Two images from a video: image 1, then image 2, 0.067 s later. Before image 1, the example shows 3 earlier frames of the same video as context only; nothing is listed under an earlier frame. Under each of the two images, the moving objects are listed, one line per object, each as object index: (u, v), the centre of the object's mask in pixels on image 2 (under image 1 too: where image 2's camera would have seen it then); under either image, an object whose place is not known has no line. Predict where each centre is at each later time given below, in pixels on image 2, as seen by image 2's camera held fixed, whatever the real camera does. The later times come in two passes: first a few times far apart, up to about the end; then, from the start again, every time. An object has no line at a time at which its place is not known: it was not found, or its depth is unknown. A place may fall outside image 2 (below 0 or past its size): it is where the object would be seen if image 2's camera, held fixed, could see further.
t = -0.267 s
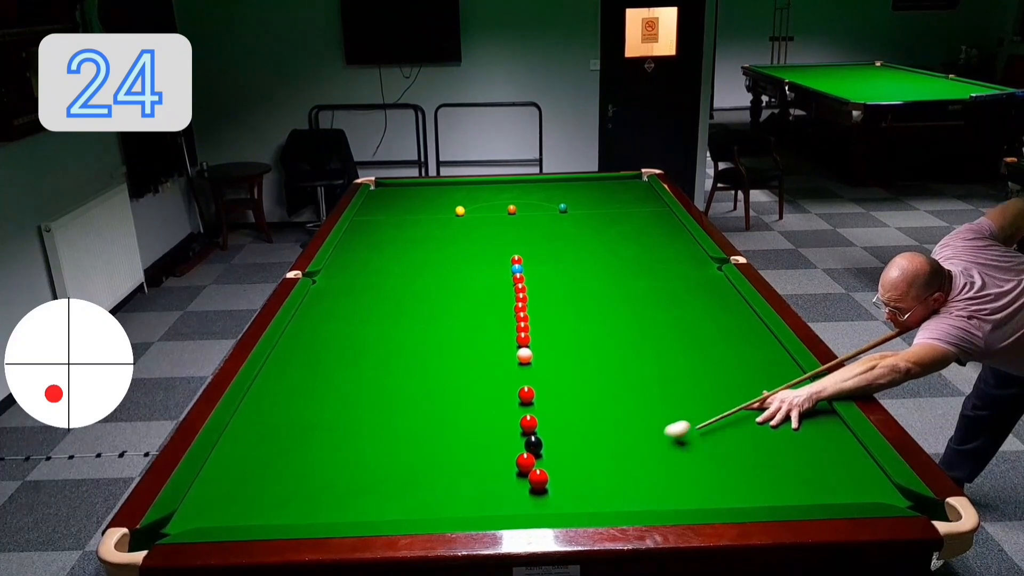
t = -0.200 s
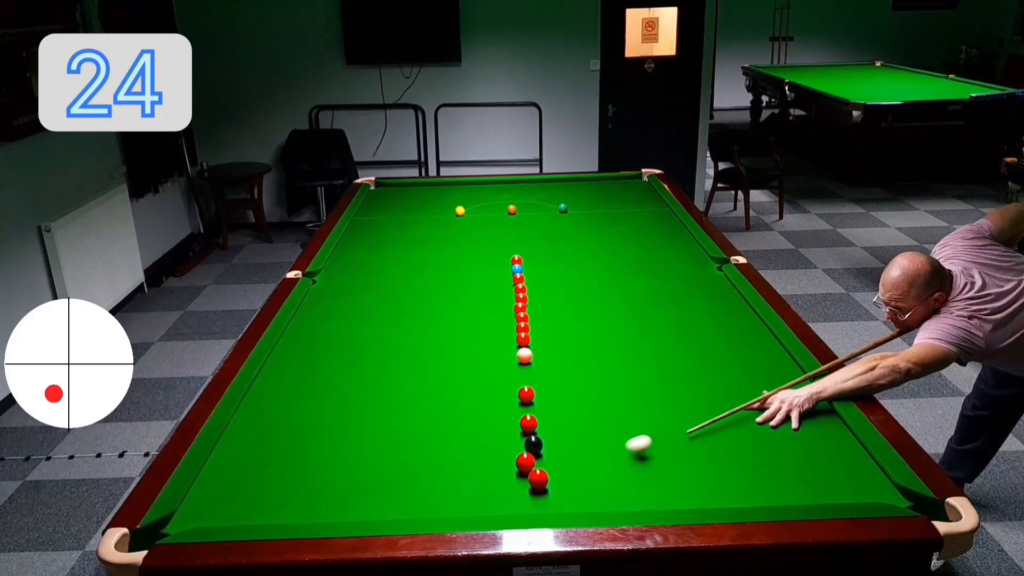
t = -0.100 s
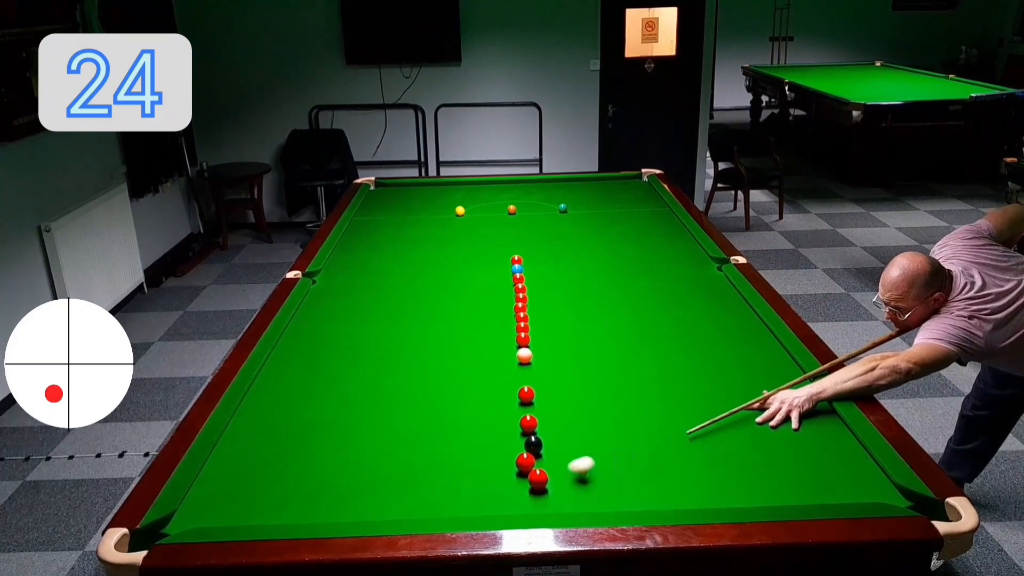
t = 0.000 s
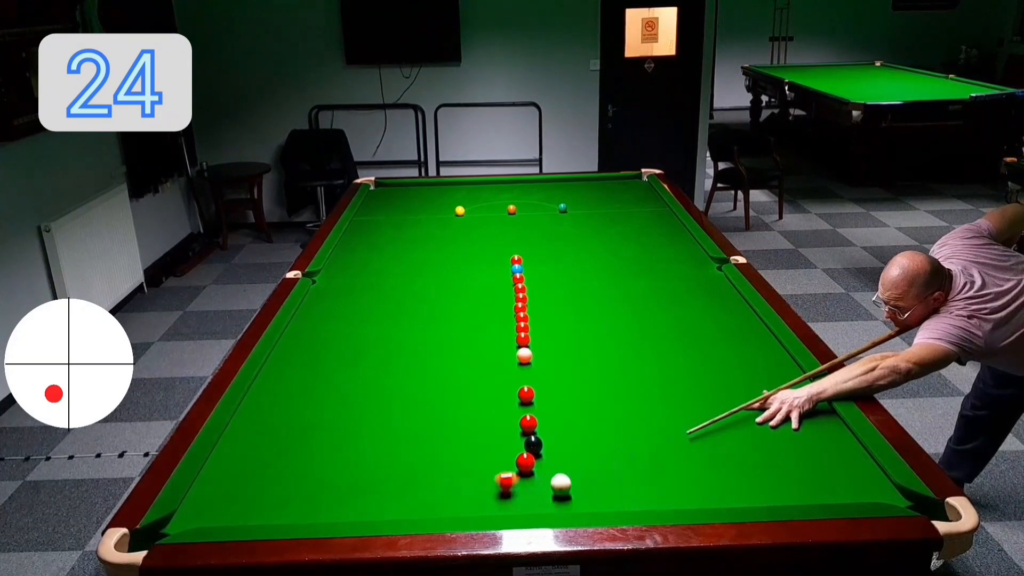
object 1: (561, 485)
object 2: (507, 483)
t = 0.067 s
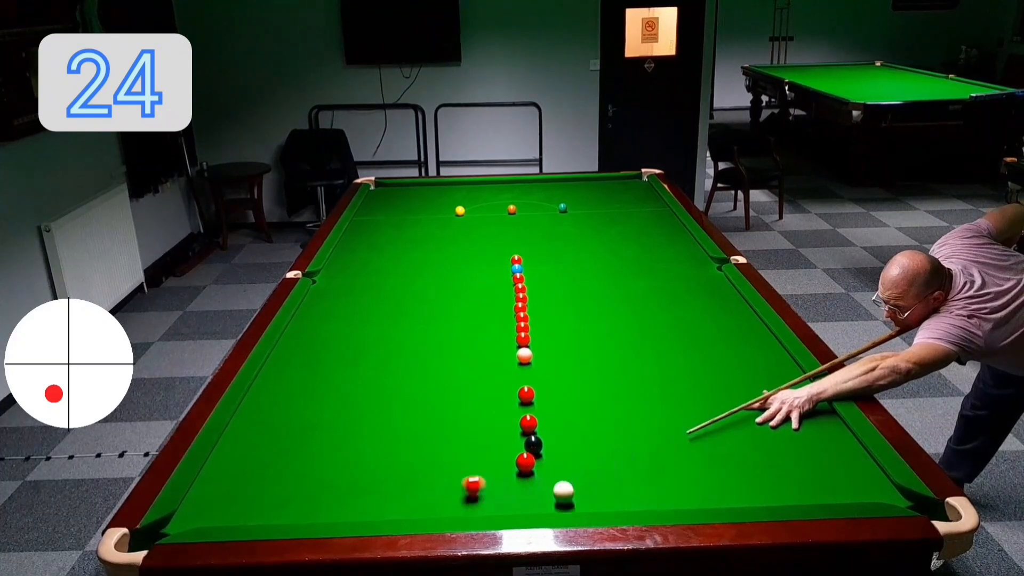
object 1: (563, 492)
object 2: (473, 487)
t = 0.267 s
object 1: (571, 504)
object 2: (388, 497)
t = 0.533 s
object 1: (582, 490)
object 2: (277, 510)
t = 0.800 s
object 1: (592, 475)
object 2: (175, 524)
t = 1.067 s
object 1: (601, 462)
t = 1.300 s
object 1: (607, 453)
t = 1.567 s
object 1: (613, 443)
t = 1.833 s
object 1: (618, 435)
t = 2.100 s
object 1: (623, 428)
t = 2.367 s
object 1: (627, 422)
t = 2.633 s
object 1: (630, 417)
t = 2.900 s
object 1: (632, 413)
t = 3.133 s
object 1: (633, 411)
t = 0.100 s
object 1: (565, 495)
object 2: (458, 489)
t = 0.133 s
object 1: (566, 500)
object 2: (443, 491)
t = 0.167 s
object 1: (567, 502)
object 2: (429, 492)
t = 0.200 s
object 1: (569, 504)
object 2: (415, 494)
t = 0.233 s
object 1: (570, 506)
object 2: (402, 496)
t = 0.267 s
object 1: (571, 504)
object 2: (388, 497)
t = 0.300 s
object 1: (573, 503)
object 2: (374, 499)
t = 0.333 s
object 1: (574, 501)
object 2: (360, 501)
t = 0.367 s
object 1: (576, 500)
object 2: (346, 502)
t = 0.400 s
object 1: (577, 498)
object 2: (332, 504)
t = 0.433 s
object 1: (579, 496)
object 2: (318, 505)
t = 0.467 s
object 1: (580, 494)
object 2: (305, 507)
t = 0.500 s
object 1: (581, 492)
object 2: (291, 508)
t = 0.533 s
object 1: (582, 490)
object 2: (277, 510)
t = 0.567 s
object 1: (584, 488)
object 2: (263, 511)
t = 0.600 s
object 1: (585, 486)
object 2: (249, 512)
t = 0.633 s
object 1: (586, 484)
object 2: (235, 514)
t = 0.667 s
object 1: (587, 482)
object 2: (221, 515)
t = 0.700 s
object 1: (589, 480)
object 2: (207, 516)
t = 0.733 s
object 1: (590, 479)
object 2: (193, 518)
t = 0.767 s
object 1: (591, 477)
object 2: (179, 521)
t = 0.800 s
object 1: (592, 475)
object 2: (175, 524)
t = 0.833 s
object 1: (593, 474)
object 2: (175, 527)
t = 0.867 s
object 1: (594, 472)
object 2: (173, 528)
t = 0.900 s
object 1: (595, 470)
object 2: (169, 527)
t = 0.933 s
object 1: (596, 469)
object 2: (165, 528)
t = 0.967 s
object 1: (598, 467)
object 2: (164, 531)
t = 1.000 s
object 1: (599, 466)
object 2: (162, 536)
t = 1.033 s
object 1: (600, 464)
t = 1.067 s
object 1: (601, 462)
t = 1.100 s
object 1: (602, 461)
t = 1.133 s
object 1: (603, 460)
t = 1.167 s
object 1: (604, 458)
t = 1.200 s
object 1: (604, 457)
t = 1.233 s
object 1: (605, 455)
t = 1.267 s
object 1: (606, 454)
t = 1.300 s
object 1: (607, 453)
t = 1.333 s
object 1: (608, 451)
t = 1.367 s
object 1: (609, 450)
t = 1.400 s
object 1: (609, 449)
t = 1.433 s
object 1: (610, 448)
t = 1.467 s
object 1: (611, 447)
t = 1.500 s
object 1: (612, 446)
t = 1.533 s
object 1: (612, 445)
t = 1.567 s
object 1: (613, 443)
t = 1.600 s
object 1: (614, 442)
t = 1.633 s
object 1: (615, 441)
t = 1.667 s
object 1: (615, 440)
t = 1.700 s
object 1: (616, 439)
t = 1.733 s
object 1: (617, 438)
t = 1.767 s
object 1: (617, 437)
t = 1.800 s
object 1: (618, 436)
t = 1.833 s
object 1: (618, 435)
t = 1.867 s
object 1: (619, 434)
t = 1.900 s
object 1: (620, 433)
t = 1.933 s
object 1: (620, 432)
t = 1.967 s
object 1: (621, 432)
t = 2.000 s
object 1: (622, 431)
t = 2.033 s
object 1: (622, 430)
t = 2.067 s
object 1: (623, 429)
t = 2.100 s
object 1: (623, 428)
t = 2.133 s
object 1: (624, 427)
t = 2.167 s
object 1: (624, 426)
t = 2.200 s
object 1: (625, 426)
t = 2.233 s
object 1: (625, 425)
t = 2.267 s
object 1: (626, 424)
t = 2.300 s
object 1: (626, 423)
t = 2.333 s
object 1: (626, 423)
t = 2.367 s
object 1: (627, 422)
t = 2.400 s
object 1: (627, 422)
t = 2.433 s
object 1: (628, 421)
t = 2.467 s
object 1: (628, 420)
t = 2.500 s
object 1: (628, 419)
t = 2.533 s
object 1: (629, 419)
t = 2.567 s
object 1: (629, 418)
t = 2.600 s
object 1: (629, 418)
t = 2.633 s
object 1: (630, 417)
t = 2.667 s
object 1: (630, 416)
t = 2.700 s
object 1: (630, 416)
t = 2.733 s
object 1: (631, 416)
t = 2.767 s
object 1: (631, 415)
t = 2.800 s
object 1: (631, 414)
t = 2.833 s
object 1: (632, 414)
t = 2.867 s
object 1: (632, 414)
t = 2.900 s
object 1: (632, 413)
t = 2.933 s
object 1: (632, 413)
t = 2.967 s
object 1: (633, 413)
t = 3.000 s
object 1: (633, 412)
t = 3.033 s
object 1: (633, 412)
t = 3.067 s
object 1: (633, 411)
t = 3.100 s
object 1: (633, 411)
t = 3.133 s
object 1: (633, 411)
